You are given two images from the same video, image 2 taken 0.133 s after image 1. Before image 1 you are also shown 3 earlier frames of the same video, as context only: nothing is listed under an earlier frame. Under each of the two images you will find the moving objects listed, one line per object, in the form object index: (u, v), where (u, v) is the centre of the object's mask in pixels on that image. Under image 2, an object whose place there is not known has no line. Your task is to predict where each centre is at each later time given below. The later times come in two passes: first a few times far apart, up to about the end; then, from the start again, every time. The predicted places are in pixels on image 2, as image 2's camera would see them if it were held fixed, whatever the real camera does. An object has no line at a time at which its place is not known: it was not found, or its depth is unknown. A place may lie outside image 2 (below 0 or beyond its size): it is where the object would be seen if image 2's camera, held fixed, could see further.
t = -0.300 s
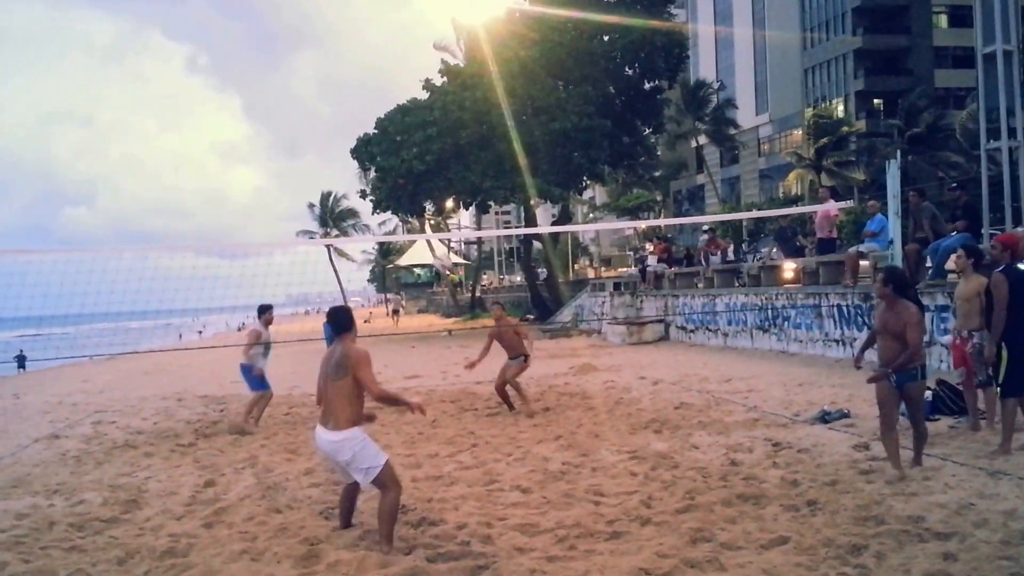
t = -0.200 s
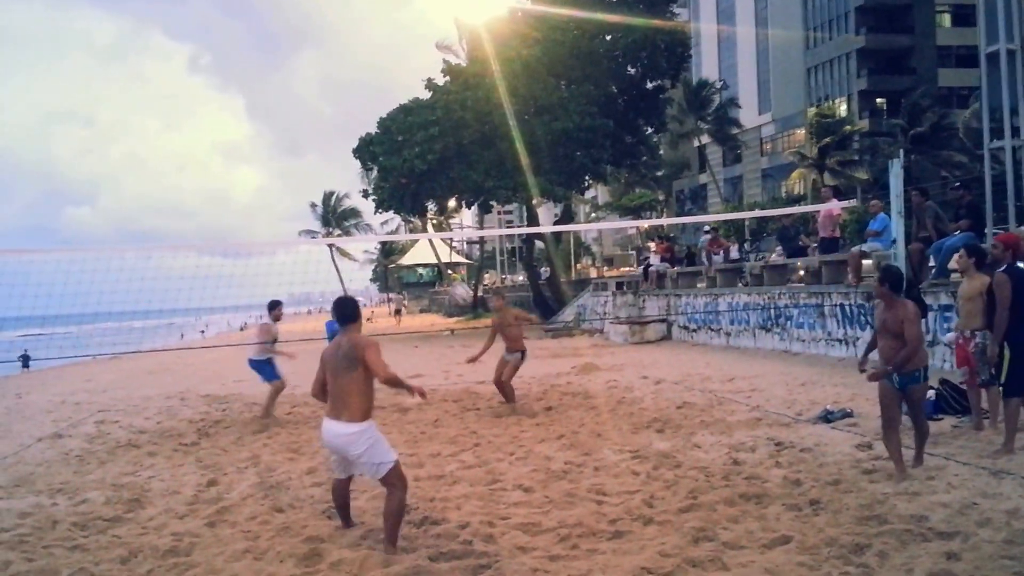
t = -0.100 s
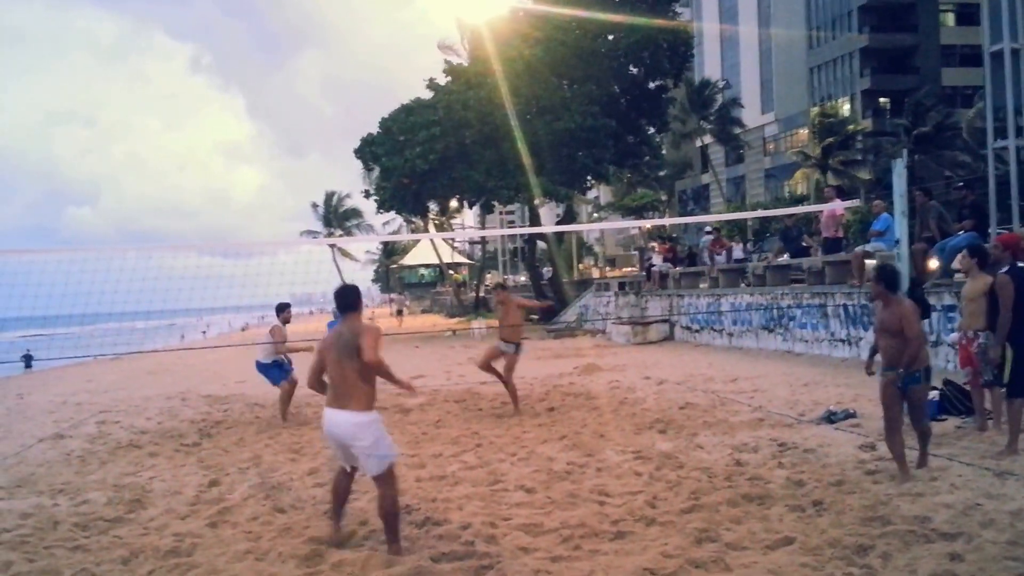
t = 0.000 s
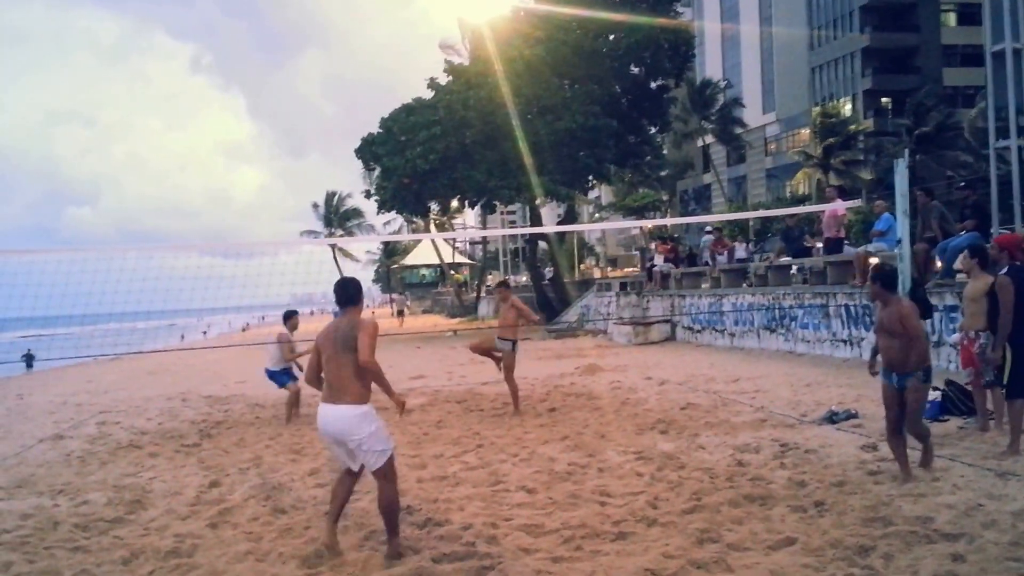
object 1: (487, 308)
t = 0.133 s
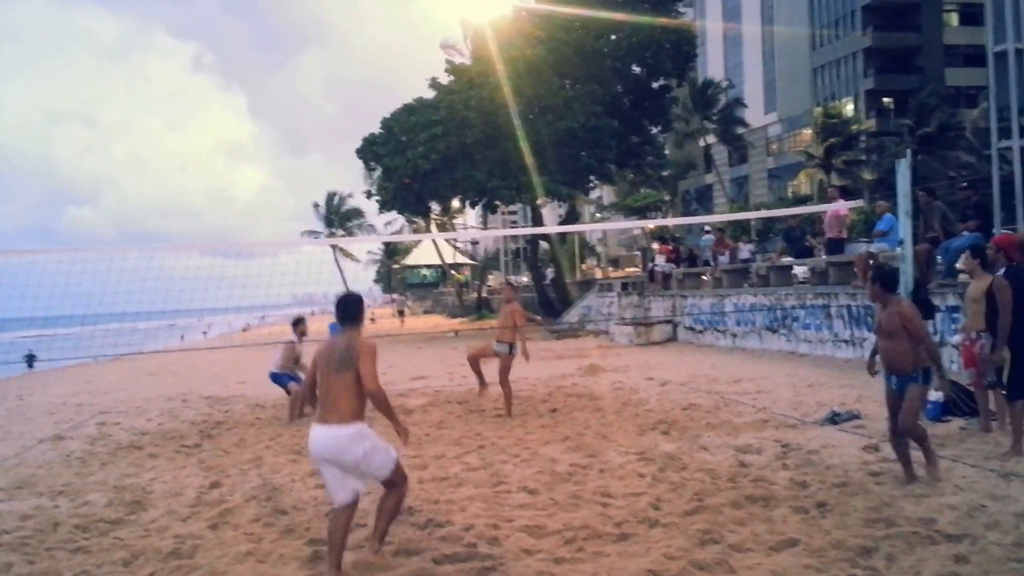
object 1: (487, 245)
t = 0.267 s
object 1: (492, 185)
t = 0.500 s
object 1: (501, 108)
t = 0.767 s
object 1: (516, 69)
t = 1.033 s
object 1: (543, 102)
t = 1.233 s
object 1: (573, 193)
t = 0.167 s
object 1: (488, 223)
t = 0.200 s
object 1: (488, 213)
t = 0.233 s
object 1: (491, 198)
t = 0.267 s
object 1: (492, 185)
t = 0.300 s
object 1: (492, 173)
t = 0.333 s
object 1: (494, 160)
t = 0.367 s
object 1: (495, 148)
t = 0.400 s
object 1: (496, 137)
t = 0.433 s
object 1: (497, 127)
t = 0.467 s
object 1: (499, 117)
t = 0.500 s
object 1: (501, 108)
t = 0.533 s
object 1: (502, 100)
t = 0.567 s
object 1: (504, 93)
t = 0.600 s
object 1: (506, 86)
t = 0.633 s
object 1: (508, 81)
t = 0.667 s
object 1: (510, 77)
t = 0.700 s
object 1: (512, 72)
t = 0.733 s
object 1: (515, 70)
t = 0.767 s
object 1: (516, 69)
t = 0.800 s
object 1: (519, 68)
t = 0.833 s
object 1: (522, 69)
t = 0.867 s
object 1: (525, 71)
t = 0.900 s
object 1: (528, 73)
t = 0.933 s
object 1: (532, 78)
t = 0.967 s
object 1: (535, 84)
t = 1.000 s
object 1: (539, 92)
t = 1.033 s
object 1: (543, 102)
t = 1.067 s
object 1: (547, 112)
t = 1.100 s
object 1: (551, 125)
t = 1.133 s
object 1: (557, 139)
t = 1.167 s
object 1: (562, 156)
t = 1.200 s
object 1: (567, 174)
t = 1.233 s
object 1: (573, 193)
